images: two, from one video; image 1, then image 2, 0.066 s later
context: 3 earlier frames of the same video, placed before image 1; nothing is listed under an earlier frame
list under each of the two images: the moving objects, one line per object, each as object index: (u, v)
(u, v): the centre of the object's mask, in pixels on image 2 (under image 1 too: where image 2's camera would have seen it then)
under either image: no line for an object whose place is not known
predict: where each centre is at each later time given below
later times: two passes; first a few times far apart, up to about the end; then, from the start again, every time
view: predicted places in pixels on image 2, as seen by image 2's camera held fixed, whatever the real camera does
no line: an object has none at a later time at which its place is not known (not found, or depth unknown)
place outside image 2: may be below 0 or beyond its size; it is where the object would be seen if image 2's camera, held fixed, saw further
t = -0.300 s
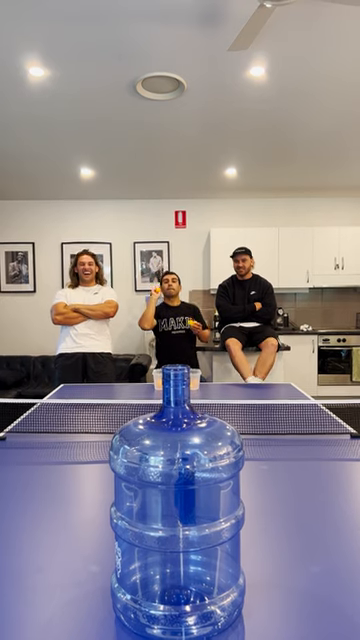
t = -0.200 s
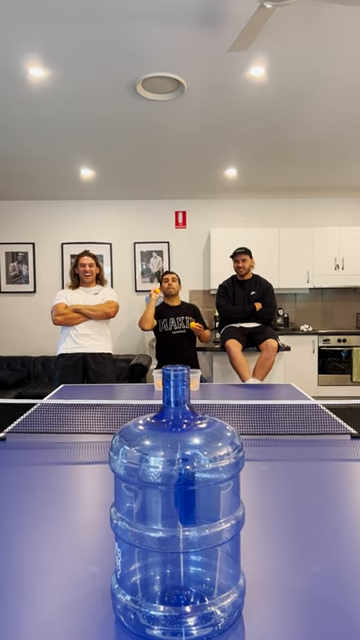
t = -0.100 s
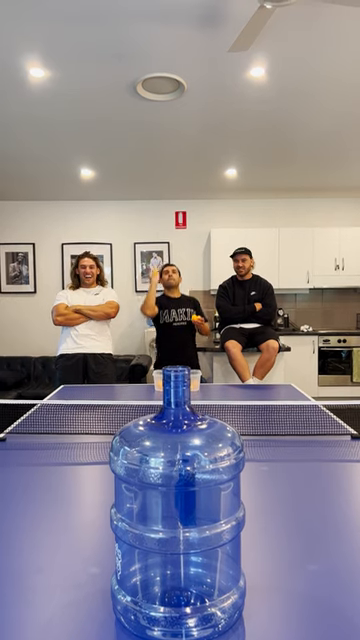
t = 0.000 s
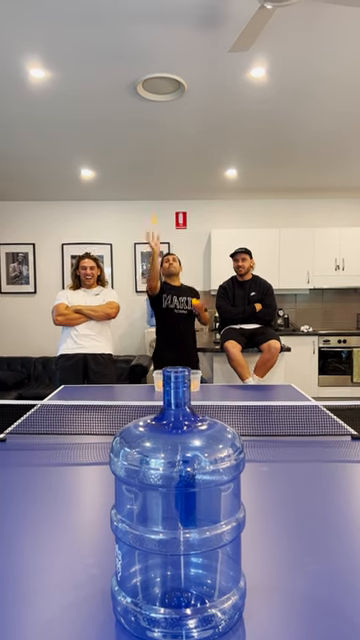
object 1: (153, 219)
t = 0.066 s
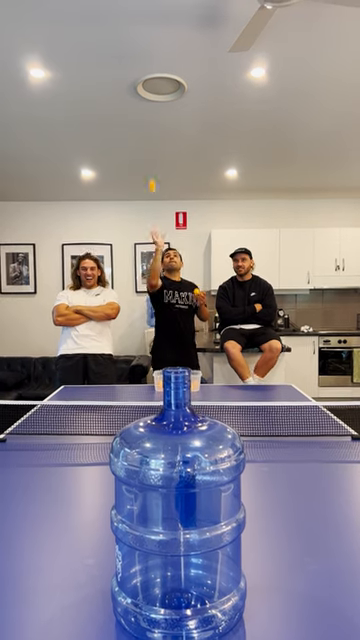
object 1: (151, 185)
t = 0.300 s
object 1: (142, 92)
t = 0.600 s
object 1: (122, 137)
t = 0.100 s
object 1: (151, 170)
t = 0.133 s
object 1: (149, 154)
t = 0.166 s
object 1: (148, 140)
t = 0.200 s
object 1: (147, 127)
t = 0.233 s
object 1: (146, 114)
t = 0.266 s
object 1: (145, 104)
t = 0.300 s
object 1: (142, 92)
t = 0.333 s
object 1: (141, 85)
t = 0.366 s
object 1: (139, 79)
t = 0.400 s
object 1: (138, 76)
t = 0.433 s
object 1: (136, 75)
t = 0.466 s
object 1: (133, 78)
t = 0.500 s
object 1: (131, 84)
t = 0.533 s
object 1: (129, 96)
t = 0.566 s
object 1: (126, 113)
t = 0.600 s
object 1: (122, 137)
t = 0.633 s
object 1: (119, 171)
